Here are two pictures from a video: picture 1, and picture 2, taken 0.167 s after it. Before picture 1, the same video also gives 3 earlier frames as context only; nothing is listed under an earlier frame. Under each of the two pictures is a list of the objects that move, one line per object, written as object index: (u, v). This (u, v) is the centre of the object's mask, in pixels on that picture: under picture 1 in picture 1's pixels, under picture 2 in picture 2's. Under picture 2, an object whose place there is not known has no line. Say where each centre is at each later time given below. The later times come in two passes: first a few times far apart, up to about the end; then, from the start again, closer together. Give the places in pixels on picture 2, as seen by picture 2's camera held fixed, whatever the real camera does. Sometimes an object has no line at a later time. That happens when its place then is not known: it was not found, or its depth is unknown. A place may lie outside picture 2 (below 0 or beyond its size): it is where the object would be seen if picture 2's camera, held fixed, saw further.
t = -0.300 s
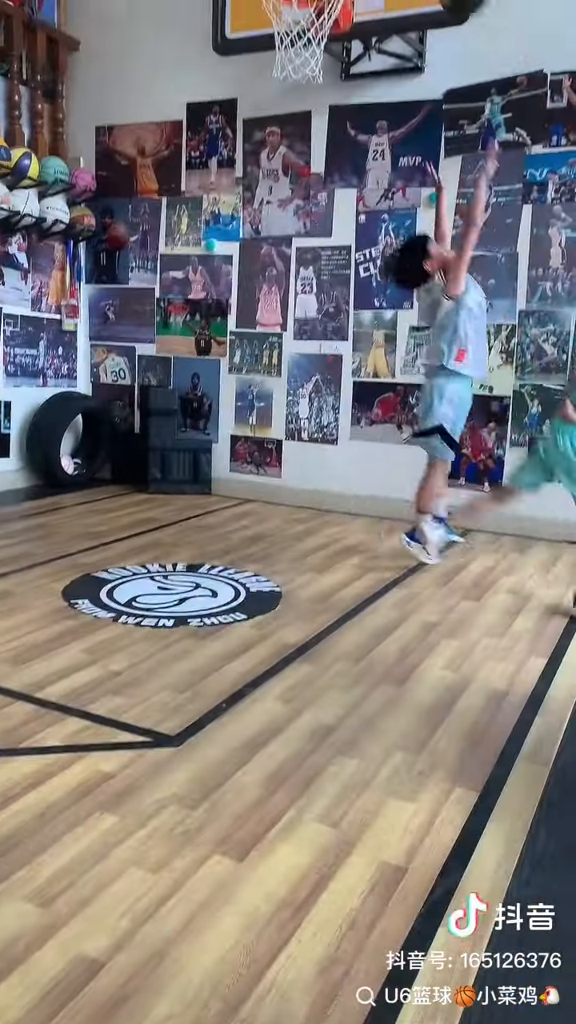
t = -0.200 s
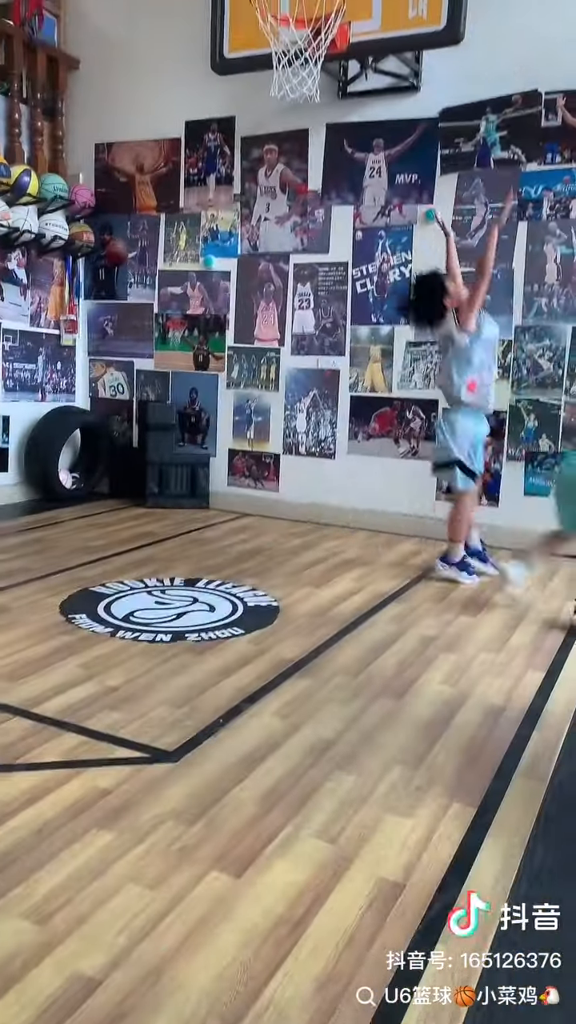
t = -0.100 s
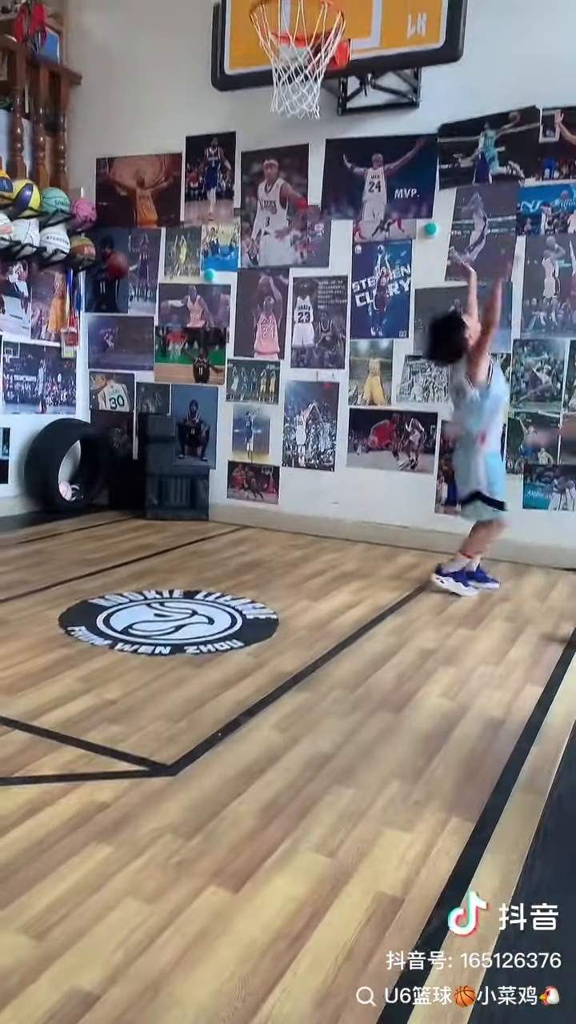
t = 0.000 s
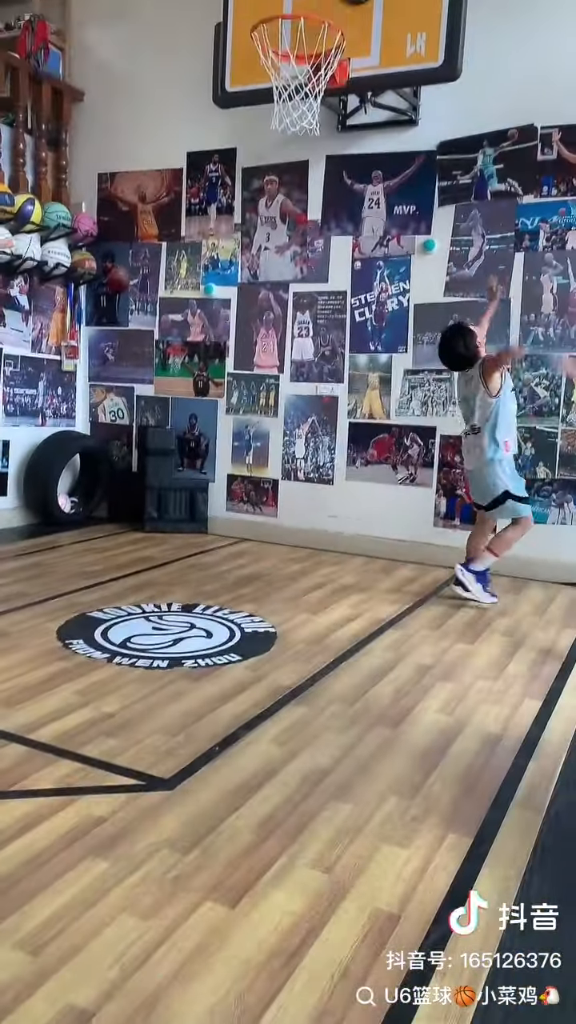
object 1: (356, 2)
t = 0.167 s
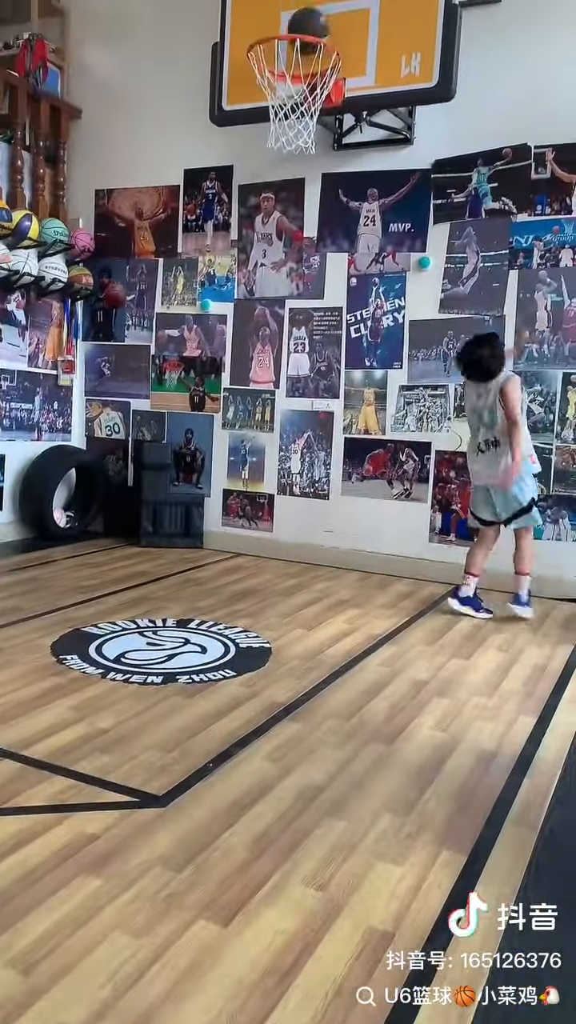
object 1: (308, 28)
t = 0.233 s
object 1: (293, 46)
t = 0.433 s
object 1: (279, 72)
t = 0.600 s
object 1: (302, 120)
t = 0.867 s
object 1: (333, 229)
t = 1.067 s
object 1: (344, 387)
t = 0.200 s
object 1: (301, 35)
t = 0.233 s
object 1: (293, 46)
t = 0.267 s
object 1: (287, 52)
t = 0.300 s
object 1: (282, 51)
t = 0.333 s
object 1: (276, 53)
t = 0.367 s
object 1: (272, 58)
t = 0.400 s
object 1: (274, 64)
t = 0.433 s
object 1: (279, 72)
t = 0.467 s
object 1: (283, 82)
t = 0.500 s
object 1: (289, 92)
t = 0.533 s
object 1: (295, 101)
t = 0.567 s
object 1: (300, 108)
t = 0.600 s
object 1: (302, 120)
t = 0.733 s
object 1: (321, 155)
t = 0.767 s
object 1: (324, 170)
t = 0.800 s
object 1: (328, 189)
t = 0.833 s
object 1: (331, 206)
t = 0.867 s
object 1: (333, 229)
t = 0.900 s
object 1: (334, 249)
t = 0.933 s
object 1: (335, 274)
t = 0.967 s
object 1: (337, 301)
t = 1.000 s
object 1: (339, 327)
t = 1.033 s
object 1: (338, 356)
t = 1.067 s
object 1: (344, 387)
